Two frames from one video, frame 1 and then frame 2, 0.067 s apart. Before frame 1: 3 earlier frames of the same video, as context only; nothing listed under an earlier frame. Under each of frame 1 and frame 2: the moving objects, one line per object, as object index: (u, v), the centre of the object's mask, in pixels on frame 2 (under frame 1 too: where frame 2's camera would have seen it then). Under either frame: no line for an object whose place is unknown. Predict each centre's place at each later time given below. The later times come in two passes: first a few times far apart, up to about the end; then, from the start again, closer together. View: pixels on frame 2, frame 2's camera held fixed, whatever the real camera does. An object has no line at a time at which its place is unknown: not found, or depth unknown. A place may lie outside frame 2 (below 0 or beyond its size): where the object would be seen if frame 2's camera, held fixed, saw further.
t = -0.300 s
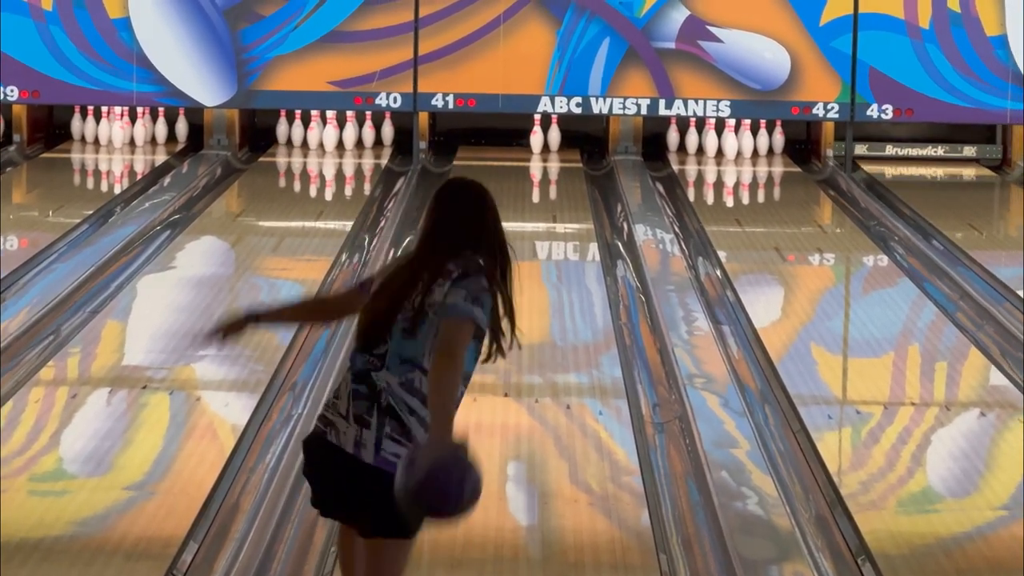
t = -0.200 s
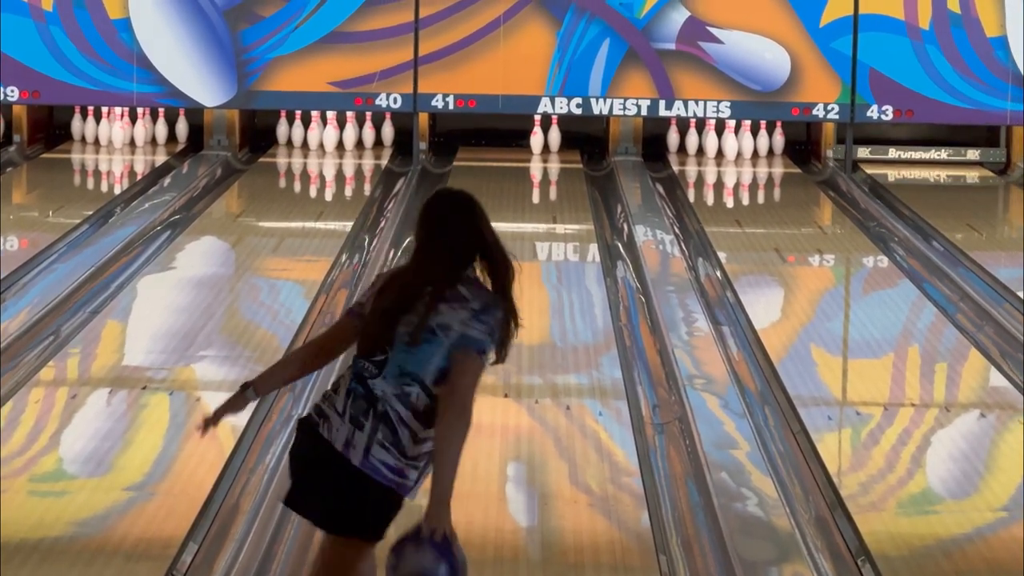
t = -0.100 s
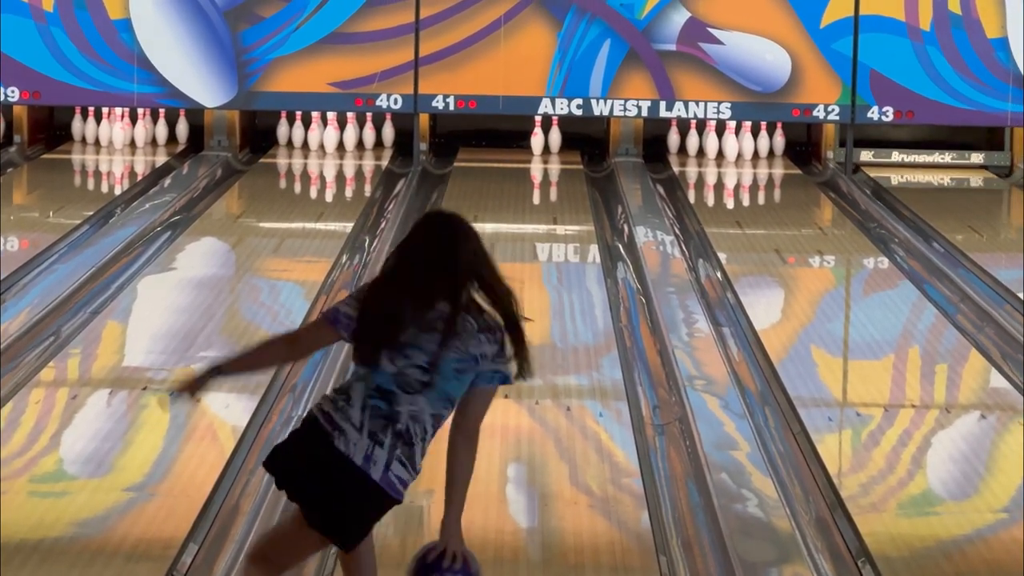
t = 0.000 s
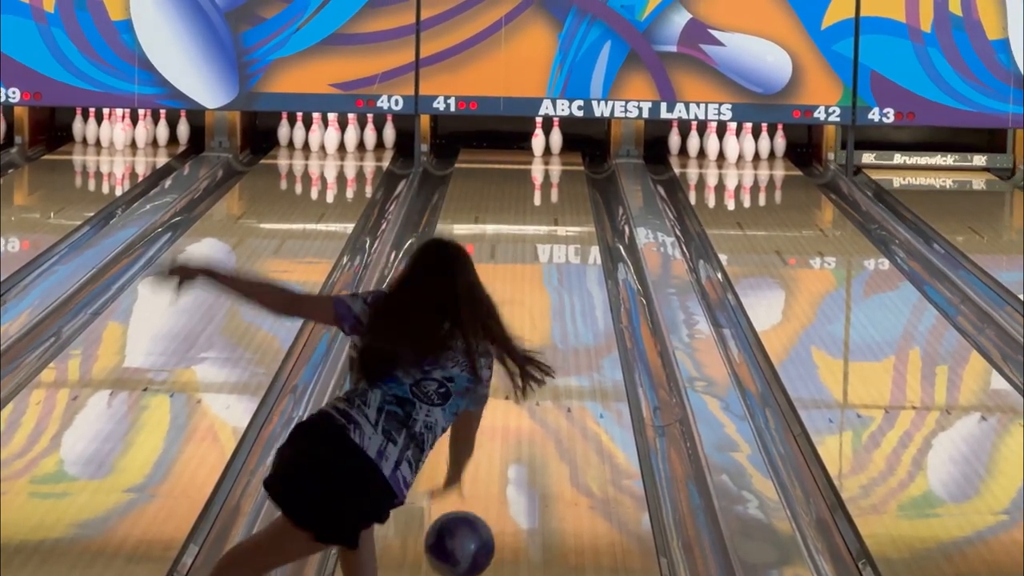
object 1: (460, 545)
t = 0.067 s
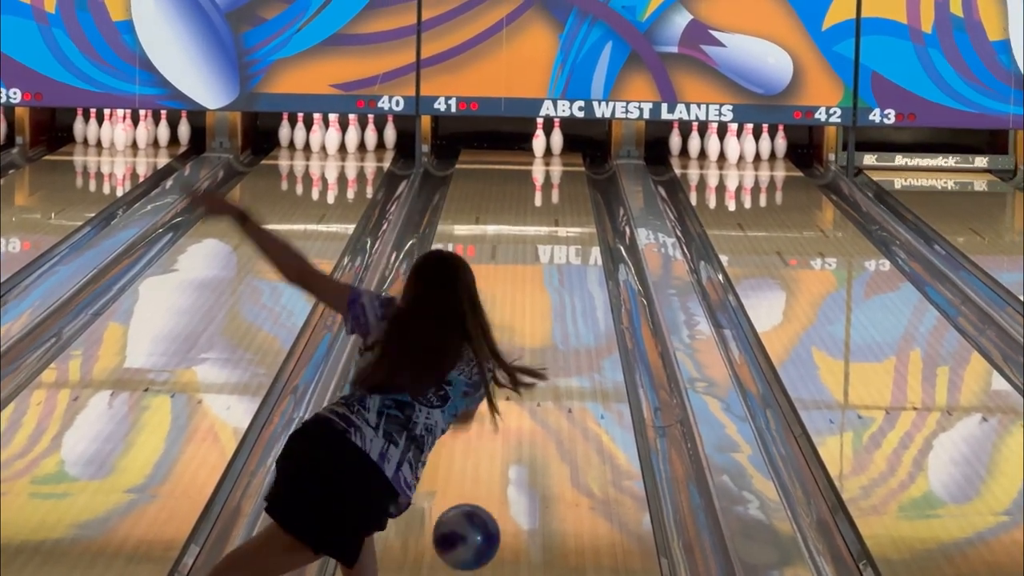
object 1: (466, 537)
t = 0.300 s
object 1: (484, 474)
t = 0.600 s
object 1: (504, 395)
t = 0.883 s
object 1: (516, 336)
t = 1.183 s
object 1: (526, 290)
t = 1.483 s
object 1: (535, 252)
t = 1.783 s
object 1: (540, 222)
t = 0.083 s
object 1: (468, 537)
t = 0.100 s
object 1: (469, 537)
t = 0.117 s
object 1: (470, 537)
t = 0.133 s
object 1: (472, 528)
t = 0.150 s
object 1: (473, 520)
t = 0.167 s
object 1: (475, 513)
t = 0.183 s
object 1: (476, 508)
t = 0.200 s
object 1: (477, 503)
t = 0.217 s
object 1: (478, 499)
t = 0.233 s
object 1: (480, 495)
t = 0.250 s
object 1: (481, 489)
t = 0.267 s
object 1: (482, 483)
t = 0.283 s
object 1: (483, 479)
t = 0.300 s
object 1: (484, 474)
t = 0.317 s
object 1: (485, 469)
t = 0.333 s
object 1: (486, 464)
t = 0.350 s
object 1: (488, 459)
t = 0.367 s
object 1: (488, 454)
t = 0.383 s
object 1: (490, 450)
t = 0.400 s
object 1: (491, 445)
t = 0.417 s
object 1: (492, 440)
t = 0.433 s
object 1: (493, 436)
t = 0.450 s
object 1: (494, 431)
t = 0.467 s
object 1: (495, 427)
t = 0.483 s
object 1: (496, 422)
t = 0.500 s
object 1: (497, 418)
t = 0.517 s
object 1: (498, 415)
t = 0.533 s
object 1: (499, 411)
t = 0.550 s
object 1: (500, 407)
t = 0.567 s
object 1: (502, 403)
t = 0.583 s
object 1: (503, 399)
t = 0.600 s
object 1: (504, 395)
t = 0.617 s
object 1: (508, 392)
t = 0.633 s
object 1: (511, 388)
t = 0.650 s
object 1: (512, 383)
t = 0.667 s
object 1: (513, 380)
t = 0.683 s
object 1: (513, 377)
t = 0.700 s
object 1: (514, 373)
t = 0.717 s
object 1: (512, 369)
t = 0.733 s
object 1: (513, 365)
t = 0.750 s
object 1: (513, 362)
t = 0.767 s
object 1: (514, 358)
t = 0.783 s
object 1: (516, 354)
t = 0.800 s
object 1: (517, 351)
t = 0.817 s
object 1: (518, 348)
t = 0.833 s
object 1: (518, 344)
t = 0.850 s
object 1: (516, 342)
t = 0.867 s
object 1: (516, 339)
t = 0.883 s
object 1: (516, 336)
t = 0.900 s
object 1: (517, 334)
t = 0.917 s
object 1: (517, 330)
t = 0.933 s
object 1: (518, 328)
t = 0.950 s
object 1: (519, 325)
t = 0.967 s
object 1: (519, 322)
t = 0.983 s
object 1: (520, 320)
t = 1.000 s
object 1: (521, 317)
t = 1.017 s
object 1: (521, 314)
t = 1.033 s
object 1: (522, 312)
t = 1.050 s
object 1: (522, 309)
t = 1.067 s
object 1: (523, 307)
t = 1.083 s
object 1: (523, 304)
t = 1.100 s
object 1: (524, 302)
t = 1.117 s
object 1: (524, 300)
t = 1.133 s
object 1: (525, 297)
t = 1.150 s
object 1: (525, 295)
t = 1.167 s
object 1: (526, 292)
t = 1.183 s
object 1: (526, 290)
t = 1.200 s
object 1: (527, 288)
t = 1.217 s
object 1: (527, 285)
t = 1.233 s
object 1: (528, 283)
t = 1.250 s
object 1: (528, 280)
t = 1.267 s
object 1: (529, 278)
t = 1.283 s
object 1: (529, 276)
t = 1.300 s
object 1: (529, 274)
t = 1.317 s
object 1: (530, 272)
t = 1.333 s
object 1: (530, 269)
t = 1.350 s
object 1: (531, 267)
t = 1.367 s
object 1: (531, 265)
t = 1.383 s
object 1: (532, 263)
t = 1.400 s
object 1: (532, 261)
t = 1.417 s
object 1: (533, 259)
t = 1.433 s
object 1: (533, 258)
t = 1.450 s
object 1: (534, 256)
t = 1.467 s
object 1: (534, 251)
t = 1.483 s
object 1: (535, 252)
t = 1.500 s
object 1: (535, 250)
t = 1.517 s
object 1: (535, 248)
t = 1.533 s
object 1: (536, 246)
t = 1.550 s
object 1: (536, 244)
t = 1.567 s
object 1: (536, 241)
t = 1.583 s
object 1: (536, 241)
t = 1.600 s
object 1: (536, 238)
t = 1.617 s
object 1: (537, 237)
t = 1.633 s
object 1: (537, 236)
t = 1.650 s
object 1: (538, 234)
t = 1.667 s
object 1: (538, 232)
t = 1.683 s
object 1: (538, 230)
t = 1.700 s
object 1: (539, 229)
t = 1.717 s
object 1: (539, 227)
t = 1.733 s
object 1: (539, 226)
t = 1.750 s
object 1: (540, 225)
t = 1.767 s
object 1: (540, 223)
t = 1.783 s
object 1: (540, 222)
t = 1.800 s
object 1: (541, 220)
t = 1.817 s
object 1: (541, 219)
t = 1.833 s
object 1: (541, 217)
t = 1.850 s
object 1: (542, 216)
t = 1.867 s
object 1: (542, 214)
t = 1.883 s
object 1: (542, 213)
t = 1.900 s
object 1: (542, 211)
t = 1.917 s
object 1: (543, 210)
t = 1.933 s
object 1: (543, 207)
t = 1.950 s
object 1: (544, 206)
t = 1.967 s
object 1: (545, 204)
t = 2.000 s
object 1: (546, 200)
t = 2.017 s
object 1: (547, 199)
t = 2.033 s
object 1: (547, 197)
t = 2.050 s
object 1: (548, 195)
